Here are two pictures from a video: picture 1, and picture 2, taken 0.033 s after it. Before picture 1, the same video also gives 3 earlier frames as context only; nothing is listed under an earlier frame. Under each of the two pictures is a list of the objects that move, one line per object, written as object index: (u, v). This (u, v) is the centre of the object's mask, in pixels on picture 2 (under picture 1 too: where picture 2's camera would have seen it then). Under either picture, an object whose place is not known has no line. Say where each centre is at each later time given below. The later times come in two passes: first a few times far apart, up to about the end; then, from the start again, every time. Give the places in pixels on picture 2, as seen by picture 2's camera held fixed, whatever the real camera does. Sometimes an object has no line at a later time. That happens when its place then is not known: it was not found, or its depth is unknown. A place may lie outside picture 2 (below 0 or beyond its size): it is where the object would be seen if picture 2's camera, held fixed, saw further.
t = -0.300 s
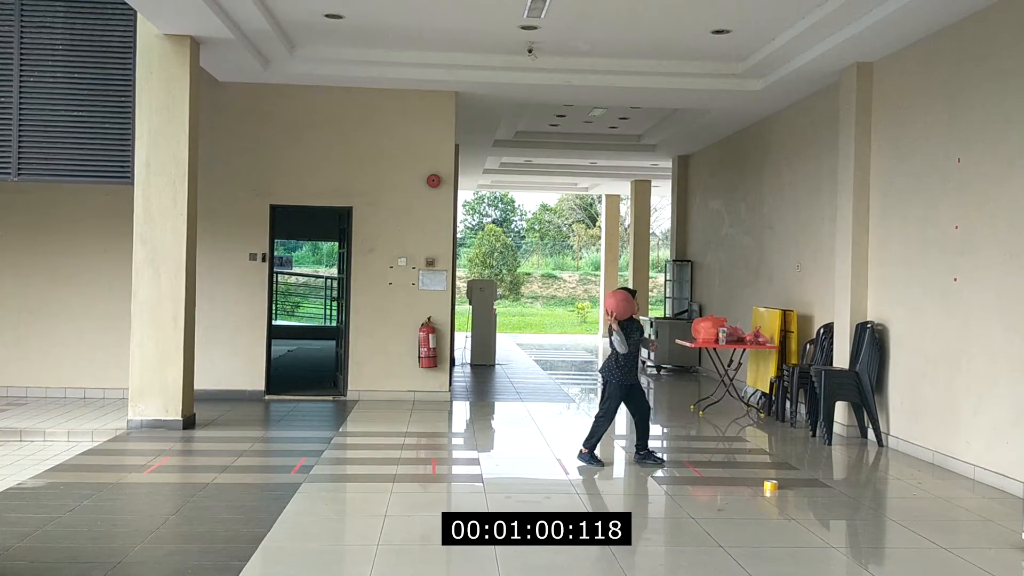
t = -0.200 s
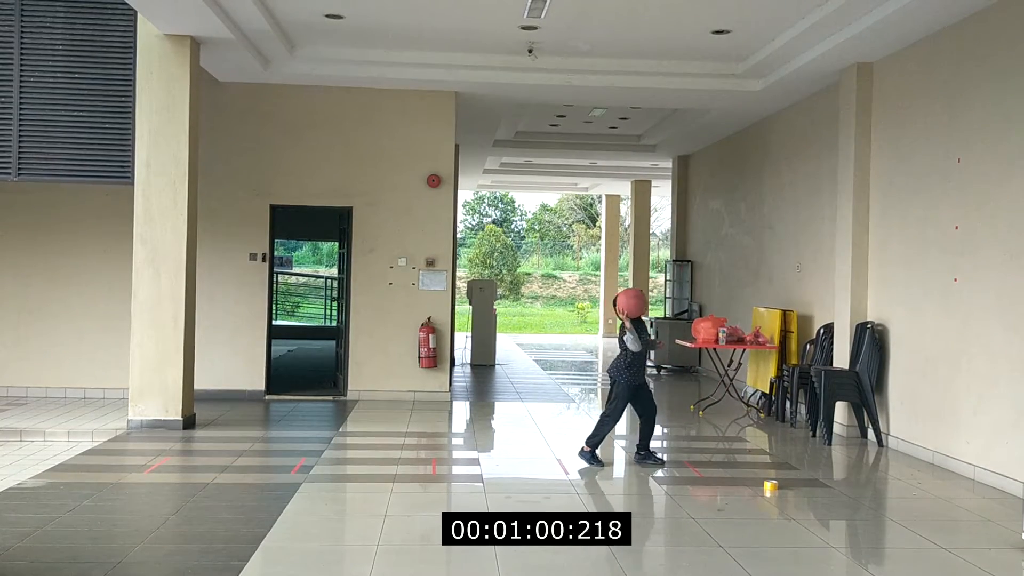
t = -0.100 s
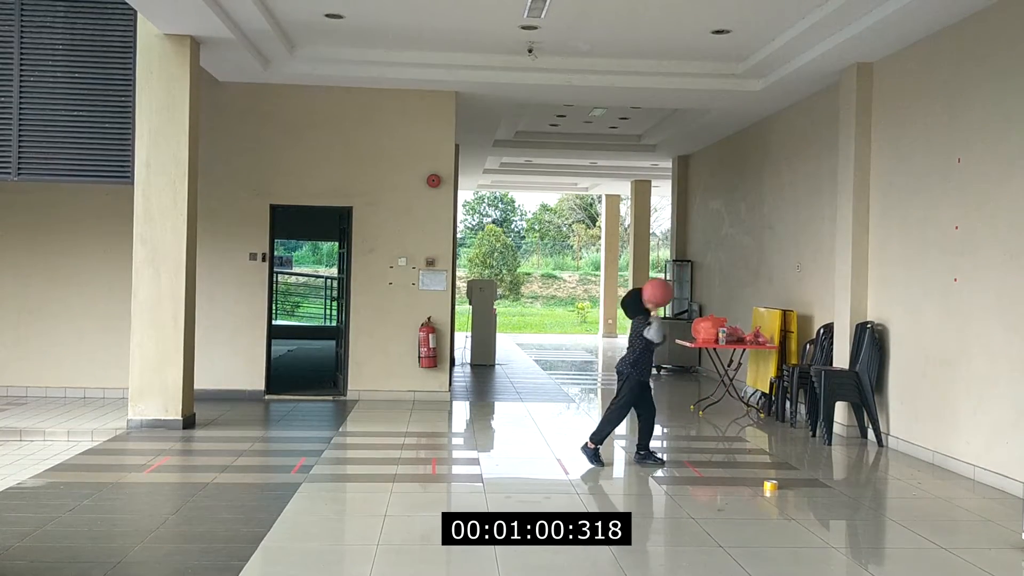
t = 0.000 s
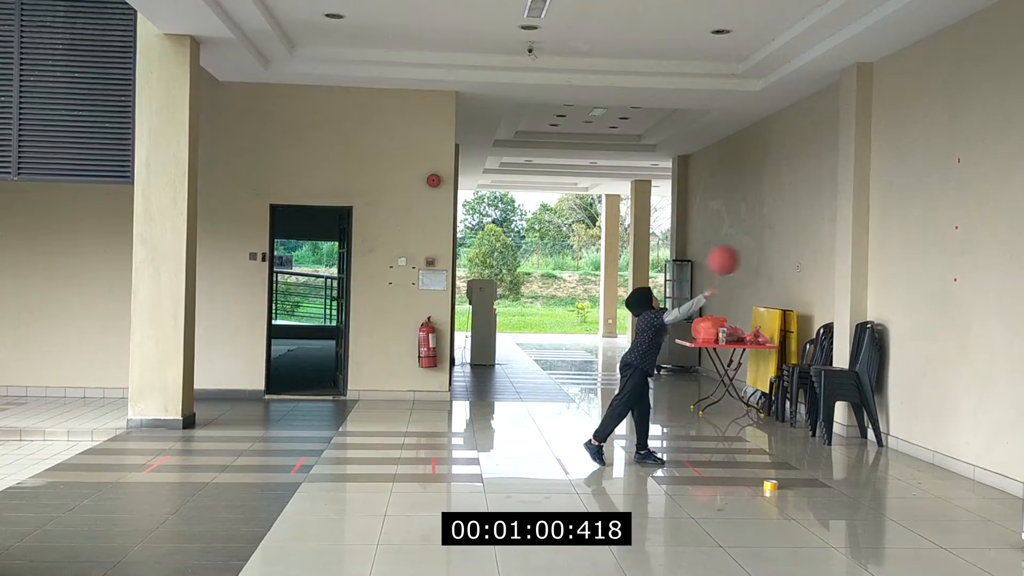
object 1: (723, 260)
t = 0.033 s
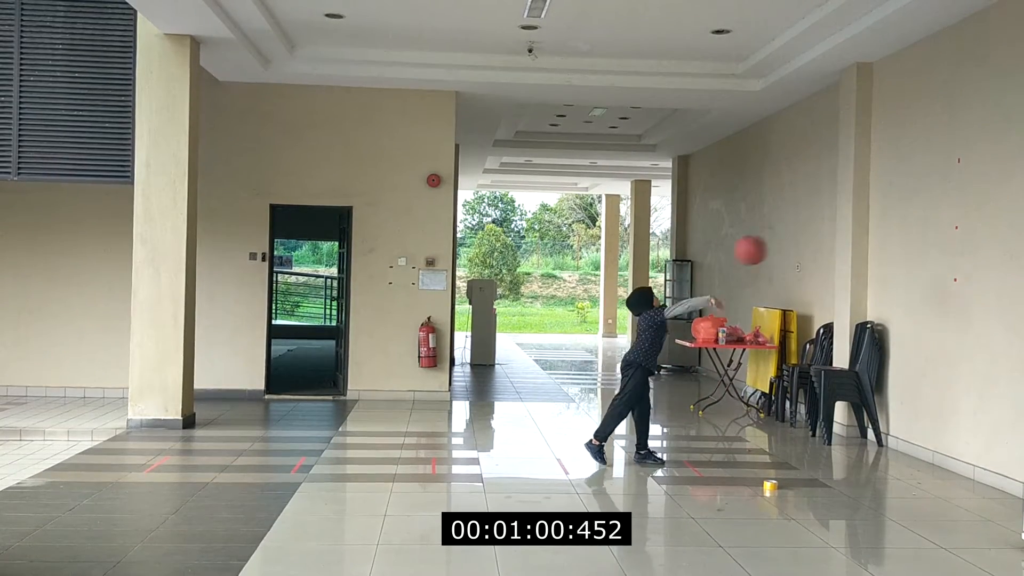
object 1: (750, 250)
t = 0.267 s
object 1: (935, 224)
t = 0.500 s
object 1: (808, 267)
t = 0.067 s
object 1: (777, 242)
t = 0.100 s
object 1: (804, 236)
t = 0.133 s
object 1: (832, 230)
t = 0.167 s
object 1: (858, 227)
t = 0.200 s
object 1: (885, 224)
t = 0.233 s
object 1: (910, 224)
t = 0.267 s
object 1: (935, 224)
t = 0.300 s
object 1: (945, 227)
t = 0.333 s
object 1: (922, 230)
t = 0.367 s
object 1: (899, 234)
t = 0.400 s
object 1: (877, 240)
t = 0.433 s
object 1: (854, 248)
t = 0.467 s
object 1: (831, 257)
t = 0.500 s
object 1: (808, 267)
